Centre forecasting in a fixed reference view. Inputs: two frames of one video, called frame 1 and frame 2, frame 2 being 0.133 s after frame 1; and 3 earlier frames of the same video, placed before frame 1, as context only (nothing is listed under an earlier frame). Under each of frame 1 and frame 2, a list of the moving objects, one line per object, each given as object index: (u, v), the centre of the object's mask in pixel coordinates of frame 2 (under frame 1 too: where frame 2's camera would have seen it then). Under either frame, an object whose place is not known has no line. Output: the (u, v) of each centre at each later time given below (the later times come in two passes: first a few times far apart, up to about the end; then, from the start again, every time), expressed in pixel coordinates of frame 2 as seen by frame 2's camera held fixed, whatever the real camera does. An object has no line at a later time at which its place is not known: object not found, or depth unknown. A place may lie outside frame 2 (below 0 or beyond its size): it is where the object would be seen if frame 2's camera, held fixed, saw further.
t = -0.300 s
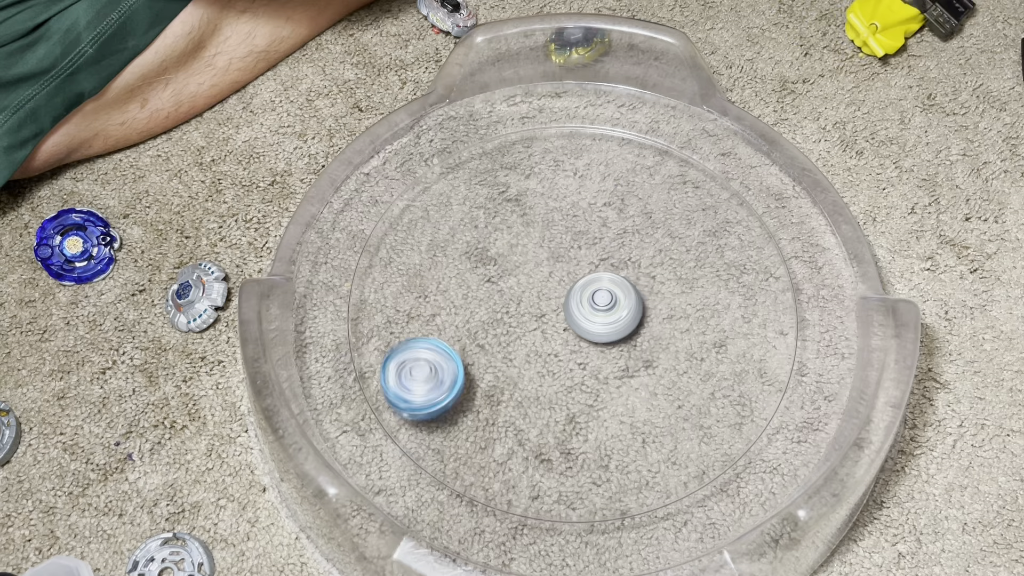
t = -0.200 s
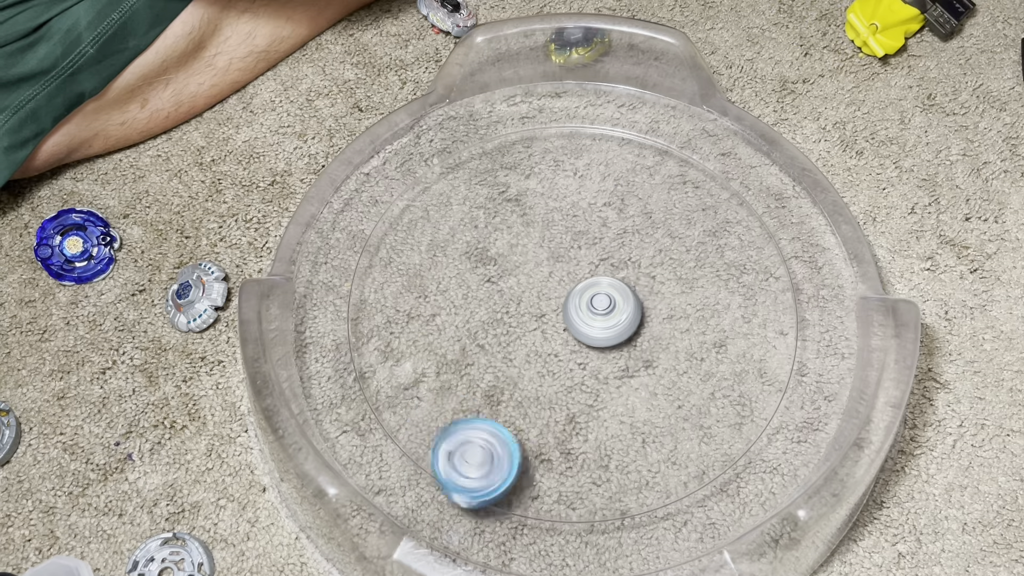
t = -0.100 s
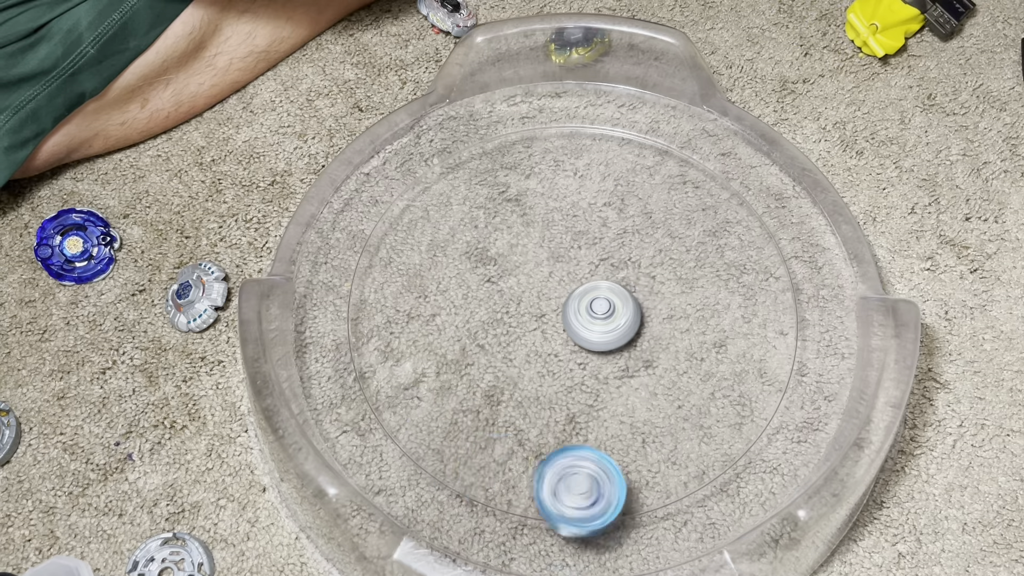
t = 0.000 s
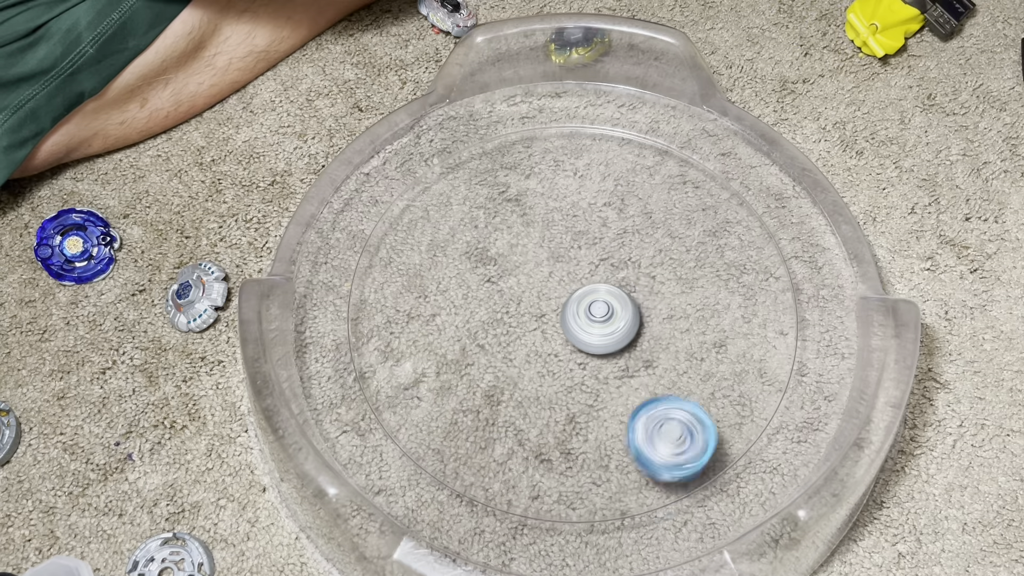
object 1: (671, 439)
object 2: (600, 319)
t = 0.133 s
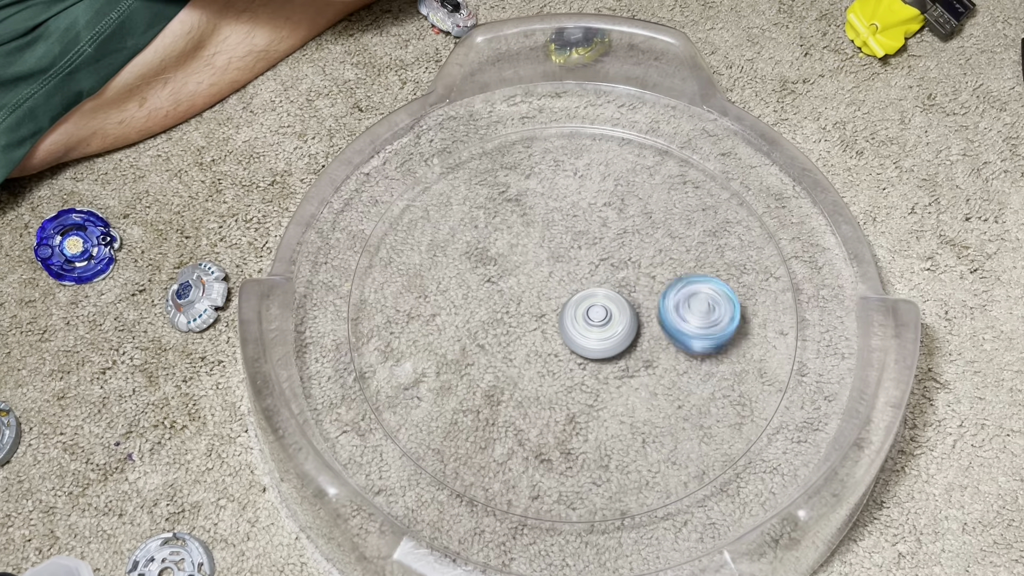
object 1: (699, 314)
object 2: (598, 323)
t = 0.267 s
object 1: (621, 211)
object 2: (595, 328)
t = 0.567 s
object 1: (383, 257)
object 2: (588, 335)
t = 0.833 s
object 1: (556, 411)
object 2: (580, 338)
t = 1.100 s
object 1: (705, 232)
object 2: (570, 339)
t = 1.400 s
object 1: (504, 164)
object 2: (560, 336)
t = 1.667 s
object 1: (511, 380)
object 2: (554, 329)
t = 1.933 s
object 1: (750, 358)
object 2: (546, 326)
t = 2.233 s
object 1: (606, 202)
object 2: (545, 317)
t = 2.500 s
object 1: (441, 342)
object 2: (544, 308)
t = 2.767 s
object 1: (615, 453)
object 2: (546, 300)
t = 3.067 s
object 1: (631, 235)
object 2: (550, 293)
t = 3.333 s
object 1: (429, 226)
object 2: (558, 291)
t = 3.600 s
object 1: (511, 392)
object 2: (568, 289)
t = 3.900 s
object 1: (696, 252)
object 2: (578, 288)
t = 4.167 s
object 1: (543, 169)
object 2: (584, 291)
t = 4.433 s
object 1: (500, 352)
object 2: (589, 297)
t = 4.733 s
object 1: (727, 363)
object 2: (594, 304)
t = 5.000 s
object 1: (619, 224)
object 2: (595, 312)
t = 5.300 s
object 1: (443, 343)
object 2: (592, 321)
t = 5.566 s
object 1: (608, 423)
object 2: (589, 327)
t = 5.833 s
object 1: (650, 245)
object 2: (575, 329)
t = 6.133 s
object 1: (466, 220)
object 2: (569, 333)
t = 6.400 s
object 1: (528, 379)
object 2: (570, 326)
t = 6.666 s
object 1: (703, 331)
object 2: (562, 320)
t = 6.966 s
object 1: (572, 215)
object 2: (551, 318)
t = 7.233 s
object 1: (466, 342)
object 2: (551, 318)
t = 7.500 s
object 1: (627, 400)
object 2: (556, 312)
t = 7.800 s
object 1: (616, 230)
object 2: (558, 302)
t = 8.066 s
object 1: (461, 258)
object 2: (559, 299)
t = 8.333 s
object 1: (556, 381)
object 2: (563, 299)
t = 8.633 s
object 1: (674, 258)
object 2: (570, 299)
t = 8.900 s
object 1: (531, 223)
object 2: (577, 300)
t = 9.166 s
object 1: (518, 369)
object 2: (582, 302)
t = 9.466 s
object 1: (680, 334)
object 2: (584, 306)
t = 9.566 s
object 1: (663, 279)
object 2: (585, 307)
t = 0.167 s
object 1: (687, 283)
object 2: (597, 324)
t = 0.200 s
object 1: (670, 255)
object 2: (597, 325)
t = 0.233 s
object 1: (647, 230)
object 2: (596, 326)
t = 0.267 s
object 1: (621, 211)
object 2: (595, 328)
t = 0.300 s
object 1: (592, 195)
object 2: (595, 328)
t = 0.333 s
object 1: (562, 184)
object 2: (594, 329)
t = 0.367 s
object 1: (531, 180)
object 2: (593, 330)
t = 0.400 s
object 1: (499, 179)
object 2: (593, 331)
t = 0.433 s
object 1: (469, 185)
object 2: (592, 332)
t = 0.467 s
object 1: (441, 196)
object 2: (591, 332)
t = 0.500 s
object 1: (416, 212)
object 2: (590, 333)
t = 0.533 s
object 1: (396, 233)
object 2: (589, 334)
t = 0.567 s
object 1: (383, 257)
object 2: (588, 335)
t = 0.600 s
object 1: (378, 284)
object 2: (587, 335)
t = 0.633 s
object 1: (382, 313)
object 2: (586, 336)
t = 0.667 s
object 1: (395, 341)
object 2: (585, 336)
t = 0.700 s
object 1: (416, 367)
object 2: (584, 337)
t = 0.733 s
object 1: (444, 388)
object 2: (583, 337)
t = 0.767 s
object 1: (478, 403)
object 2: (582, 338)
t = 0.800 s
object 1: (517, 412)
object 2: (581, 338)
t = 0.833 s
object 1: (556, 411)
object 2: (580, 338)
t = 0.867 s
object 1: (592, 405)
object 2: (578, 336)
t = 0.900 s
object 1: (625, 390)
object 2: (575, 337)
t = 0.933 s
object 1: (654, 371)
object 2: (576, 339)
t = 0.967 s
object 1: (677, 346)
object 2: (575, 339)
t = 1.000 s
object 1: (694, 319)
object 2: (574, 339)
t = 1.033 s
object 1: (706, 290)
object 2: (573, 339)
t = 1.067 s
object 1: (709, 260)
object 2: (572, 339)
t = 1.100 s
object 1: (705, 232)
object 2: (570, 339)
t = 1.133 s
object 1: (695, 204)
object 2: (569, 339)
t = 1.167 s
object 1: (679, 181)
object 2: (568, 338)
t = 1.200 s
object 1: (659, 161)
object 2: (567, 338)
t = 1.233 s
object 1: (636, 146)
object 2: (566, 338)
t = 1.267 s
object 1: (610, 136)
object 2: (565, 337)
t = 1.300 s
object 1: (581, 133)
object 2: (563, 337)
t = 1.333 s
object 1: (554, 137)
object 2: (562, 337)
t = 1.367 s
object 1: (527, 147)
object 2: (561, 336)
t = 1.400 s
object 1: (504, 164)
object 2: (560, 336)
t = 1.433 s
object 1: (483, 185)
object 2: (558, 335)
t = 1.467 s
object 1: (467, 211)
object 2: (558, 335)
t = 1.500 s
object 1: (458, 239)
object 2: (557, 334)
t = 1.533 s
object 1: (455, 270)
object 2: (555, 334)
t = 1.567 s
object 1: (459, 299)
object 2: (554, 333)
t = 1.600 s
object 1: (470, 329)
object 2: (553, 333)
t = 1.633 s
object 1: (487, 357)
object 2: (555, 331)
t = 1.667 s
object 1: (511, 380)
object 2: (554, 329)
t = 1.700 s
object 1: (540, 399)
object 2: (551, 329)
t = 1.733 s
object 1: (571, 413)
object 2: (549, 330)
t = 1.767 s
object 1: (607, 419)
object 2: (549, 330)
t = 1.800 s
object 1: (641, 420)
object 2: (548, 329)
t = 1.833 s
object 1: (676, 413)
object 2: (547, 329)
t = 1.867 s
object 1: (706, 399)
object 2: (547, 328)
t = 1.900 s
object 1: (732, 381)
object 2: (546, 327)
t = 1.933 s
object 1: (750, 358)
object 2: (546, 326)
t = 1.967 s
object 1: (761, 333)
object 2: (546, 325)
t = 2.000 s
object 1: (764, 306)
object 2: (546, 325)
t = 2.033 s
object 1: (757, 280)
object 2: (545, 324)
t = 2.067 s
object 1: (743, 256)
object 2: (545, 323)
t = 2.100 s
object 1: (723, 236)
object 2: (545, 322)
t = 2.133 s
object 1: (698, 220)
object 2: (545, 320)
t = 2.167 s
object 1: (668, 208)
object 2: (545, 319)
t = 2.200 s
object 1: (637, 203)
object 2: (545, 318)
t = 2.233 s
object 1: (606, 202)
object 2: (545, 317)
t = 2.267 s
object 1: (575, 207)
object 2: (544, 316)
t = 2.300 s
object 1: (545, 216)
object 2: (544, 315)
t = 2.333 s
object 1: (518, 229)
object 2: (544, 314)
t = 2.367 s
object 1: (494, 246)
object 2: (544, 312)
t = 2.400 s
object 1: (473, 267)
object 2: (544, 311)
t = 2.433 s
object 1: (457, 290)
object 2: (544, 310)
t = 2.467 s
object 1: (445, 316)
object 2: (544, 309)
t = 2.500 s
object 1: (441, 342)
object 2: (544, 308)
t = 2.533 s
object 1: (442, 370)
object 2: (545, 307)
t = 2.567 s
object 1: (452, 396)
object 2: (545, 305)
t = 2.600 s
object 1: (469, 421)
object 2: (545, 304)
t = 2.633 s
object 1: (493, 441)
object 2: (545, 304)
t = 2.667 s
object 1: (521, 456)
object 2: (546, 302)
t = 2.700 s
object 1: (553, 464)
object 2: (546, 302)
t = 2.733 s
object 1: (585, 463)
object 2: (546, 301)
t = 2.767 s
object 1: (615, 453)
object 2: (546, 300)
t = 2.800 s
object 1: (643, 437)
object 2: (546, 299)
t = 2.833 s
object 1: (664, 415)
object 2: (547, 298)
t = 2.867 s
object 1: (678, 389)
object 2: (547, 297)
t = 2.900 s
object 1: (686, 361)
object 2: (547, 296)
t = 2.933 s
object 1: (686, 333)
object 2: (548, 296)
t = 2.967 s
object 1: (680, 304)
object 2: (548, 295)
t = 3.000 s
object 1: (668, 279)
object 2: (549, 294)
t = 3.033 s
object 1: (651, 255)
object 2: (550, 294)
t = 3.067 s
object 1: (631, 235)
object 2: (550, 293)
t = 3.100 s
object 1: (607, 218)
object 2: (551, 293)
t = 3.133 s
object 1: (582, 205)
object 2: (552, 293)
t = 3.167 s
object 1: (555, 197)
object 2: (553, 292)
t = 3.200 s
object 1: (527, 192)
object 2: (554, 292)
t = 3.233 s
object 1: (500, 193)
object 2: (555, 292)
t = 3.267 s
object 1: (473, 199)
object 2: (556, 291)
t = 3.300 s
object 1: (449, 210)
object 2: (557, 291)
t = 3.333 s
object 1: (429, 226)
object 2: (558, 291)
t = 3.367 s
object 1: (414, 247)
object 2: (559, 290)
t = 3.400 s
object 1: (406, 271)
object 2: (560, 290)
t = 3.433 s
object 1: (405, 297)
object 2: (562, 290)
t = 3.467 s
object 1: (413, 324)
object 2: (563, 290)
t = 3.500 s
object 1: (429, 347)
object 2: (564, 289)
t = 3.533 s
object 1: (451, 368)
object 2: (565, 289)
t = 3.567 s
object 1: (480, 383)
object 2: (566, 289)
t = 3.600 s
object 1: (511, 392)
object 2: (568, 289)
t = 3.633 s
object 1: (544, 395)
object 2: (569, 289)
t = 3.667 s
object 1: (576, 392)
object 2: (570, 289)
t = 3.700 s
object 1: (607, 382)
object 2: (572, 288)
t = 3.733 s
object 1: (635, 368)
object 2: (573, 288)
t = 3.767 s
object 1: (657, 349)
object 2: (574, 288)
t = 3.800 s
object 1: (676, 328)
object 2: (575, 288)
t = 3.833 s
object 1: (689, 303)
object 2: (576, 288)
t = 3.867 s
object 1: (696, 278)
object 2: (577, 288)
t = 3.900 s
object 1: (696, 252)
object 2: (578, 288)
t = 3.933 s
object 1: (691, 228)
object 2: (579, 288)
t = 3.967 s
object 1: (680, 205)
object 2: (579, 288)
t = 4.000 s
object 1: (664, 186)
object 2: (580, 288)
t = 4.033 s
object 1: (643, 171)
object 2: (581, 288)
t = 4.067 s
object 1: (619, 161)
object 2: (581, 289)
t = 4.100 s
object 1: (593, 157)
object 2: (582, 289)
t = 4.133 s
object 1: (568, 160)
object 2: (583, 290)
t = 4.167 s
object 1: (543, 169)
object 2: (584, 291)
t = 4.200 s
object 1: (520, 183)
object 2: (584, 291)
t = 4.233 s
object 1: (501, 201)
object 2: (585, 292)
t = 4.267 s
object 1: (488, 224)
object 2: (586, 293)
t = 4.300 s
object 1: (479, 249)
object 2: (586, 293)
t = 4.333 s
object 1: (476, 275)
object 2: (587, 294)
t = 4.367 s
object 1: (478, 301)
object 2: (588, 295)
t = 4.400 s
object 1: (487, 327)
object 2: (589, 296)
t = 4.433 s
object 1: (500, 352)
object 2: (589, 297)
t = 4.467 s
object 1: (518, 373)
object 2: (590, 298)
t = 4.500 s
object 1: (543, 391)
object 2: (591, 299)
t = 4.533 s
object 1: (570, 405)
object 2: (591, 300)
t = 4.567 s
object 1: (600, 413)
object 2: (592, 300)
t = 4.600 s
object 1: (630, 415)
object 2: (593, 301)
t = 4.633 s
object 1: (659, 410)
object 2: (593, 302)
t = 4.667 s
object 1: (687, 400)
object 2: (593, 303)
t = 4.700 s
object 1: (710, 384)
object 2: (594, 304)
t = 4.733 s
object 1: (727, 363)
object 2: (594, 304)
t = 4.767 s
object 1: (736, 339)
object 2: (594, 305)
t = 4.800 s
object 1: (737, 315)
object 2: (594, 306)
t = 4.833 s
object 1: (730, 290)
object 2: (594, 307)
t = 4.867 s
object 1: (717, 270)
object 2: (595, 308)
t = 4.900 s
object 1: (697, 252)
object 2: (595, 309)
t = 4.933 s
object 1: (673, 238)
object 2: (595, 310)
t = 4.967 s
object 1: (647, 229)
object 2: (595, 311)
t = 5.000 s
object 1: (619, 224)
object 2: (595, 312)
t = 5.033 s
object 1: (591, 223)
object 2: (595, 313)
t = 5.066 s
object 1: (564, 227)
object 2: (594, 313)
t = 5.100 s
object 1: (537, 234)
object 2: (594, 314)
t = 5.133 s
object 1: (513, 245)
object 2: (594, 315)
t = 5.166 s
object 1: (491, 260)
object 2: (593, 316)
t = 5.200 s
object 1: (473, 277)
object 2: (593, 317)
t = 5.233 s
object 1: (458, 297)
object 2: (593, 319)
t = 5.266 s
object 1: (448, 320)
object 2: (592, 320)
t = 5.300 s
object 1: (443, 343)
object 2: (592, 321)
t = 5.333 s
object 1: (446, 367)
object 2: (592, 321)
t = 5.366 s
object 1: (456, 390)
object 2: (591, 322)
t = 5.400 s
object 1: (473, 410)
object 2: (591, 323)
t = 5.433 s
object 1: (496, 426)
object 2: (591, 324)
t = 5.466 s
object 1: (523, 437)
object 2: (591, 325)
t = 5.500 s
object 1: (553, 439)
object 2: (590, 325)
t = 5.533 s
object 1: (582, 435)
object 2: (590, 326)
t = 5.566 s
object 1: (608, 423)
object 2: (589, 327)
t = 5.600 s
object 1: (630, 405)
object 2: (589, 327)
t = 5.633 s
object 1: (646, 384)
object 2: (588, 327)
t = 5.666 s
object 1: (657, 361)
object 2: (587, 328)
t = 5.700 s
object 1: (662, 336)
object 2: (585, 328)
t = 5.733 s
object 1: (668, 314)
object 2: (581, 327)
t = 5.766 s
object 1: (667, 290)
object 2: (578, 327)
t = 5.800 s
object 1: (660, 267)
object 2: (576, 328)
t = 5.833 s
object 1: (650, 245)
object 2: (575, 329)
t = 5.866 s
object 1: (635, 226)
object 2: (575, 330)
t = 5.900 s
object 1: (617, 210)
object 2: (573, 330)
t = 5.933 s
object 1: (596, 198)
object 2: (573, 331)
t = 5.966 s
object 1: (574, 189)
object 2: (572, 332)
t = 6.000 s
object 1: (550, 185)
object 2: (572, 332)
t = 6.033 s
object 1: (526, 186)
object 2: (571, 332)
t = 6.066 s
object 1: (503, 193)
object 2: (570, 332)
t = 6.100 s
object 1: (483, 204)
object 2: (569, 332)
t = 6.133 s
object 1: (466, 220)
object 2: (569, 333)
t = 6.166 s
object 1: (454, 240)
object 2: (569, 333)
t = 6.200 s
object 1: (448, 262)
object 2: (568, 333)
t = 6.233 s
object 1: (448, 286)
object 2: (568, 333)
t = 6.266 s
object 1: (454, 309)
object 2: (568, 333)
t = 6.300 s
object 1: (467, 331)
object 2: (568, 332)
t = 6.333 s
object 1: (485, 350)
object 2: (567, 332)
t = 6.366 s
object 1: (507, 365)
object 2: (569, 331)
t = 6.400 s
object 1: (528, 379)
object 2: (570, 326)
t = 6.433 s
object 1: (550, 390)
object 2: (571, 324)
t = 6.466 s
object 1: (576, 397)
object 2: (570, 324)
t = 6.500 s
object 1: (604, 398)
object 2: (570, 325)
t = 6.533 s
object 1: (631, 393)
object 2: (569, 324)
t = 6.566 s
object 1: (655, 384)
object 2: (568, 323)
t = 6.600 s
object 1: (676, 370)
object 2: (566, 322)
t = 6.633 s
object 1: (693, 352)
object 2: (564, 321)
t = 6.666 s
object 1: (703, 331)
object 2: (562, 320)
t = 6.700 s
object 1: (707, 309)
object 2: (560, 319)
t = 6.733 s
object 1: (705, 287)
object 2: (558, 319)
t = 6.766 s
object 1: (697, 267)
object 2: (557, 319)
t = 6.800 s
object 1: (683, 249)
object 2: (556, 319)
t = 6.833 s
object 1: (665, 234)
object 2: (554, 318)
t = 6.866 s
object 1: (644, 223)
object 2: (553, 318)
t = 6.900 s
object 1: (621, 217)
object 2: (552, 318)
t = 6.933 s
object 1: (596, 214)
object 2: (552, 318)
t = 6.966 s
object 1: (572, 215)
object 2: (551, 318)
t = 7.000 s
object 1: (549, 221)
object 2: (551, 318)
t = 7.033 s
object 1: (527, 231)
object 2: (550, 318)
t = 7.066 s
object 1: (507, 243)
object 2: (550, 318)
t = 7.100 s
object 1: (490, 259)
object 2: (550, 318)
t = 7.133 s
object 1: (478, 278)
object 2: (550, 318)
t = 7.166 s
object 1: (468, 298)
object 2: (550, 318)
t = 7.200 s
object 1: (465, 320)
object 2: (551, 318)
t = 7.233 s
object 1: (466, 342)
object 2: (551, 318)
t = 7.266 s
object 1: (474, 362)
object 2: (552, 317)
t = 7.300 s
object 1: (487, 381)
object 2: (552, 317)
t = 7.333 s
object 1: (506, 398)
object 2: (553, 316)
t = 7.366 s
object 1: (528, 409)
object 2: (554, 315)
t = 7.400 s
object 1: (553, 416)
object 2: (554, 315)
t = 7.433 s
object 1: (579, 416)
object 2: (555, 314)
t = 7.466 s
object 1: (605, 411)
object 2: (555, 313)
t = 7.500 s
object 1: (627, 400)
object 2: (556, 312)
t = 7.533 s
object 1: (645, 384)
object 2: (556, 310)
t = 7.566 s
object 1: (659, 365)
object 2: (557, 309)
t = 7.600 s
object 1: (667, 344)
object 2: (557, 308)
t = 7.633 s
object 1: (670, 322)
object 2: (557, 307)
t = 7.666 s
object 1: (667, 301)
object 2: (557, 306)
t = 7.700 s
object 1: (659, 279)
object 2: (557, 305)
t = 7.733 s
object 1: (648, 260)
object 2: (557, 304)
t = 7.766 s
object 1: (633, 244)
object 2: (558, 303)
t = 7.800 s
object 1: (616, 230)
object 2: (558, 302)
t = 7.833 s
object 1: (595, 219)
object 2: (558, 302)
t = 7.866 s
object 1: (574, 213)
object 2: (558, 301)
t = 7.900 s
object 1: (551, 210)
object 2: (558, 301)
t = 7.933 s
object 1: (529, 211)
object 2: (558, 300)
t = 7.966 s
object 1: (507, 217)
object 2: (558, 300)
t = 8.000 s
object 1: (489, 227)
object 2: (558, 299)
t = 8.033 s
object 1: (473, 241)
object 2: (559, 299)
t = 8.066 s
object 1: (461, 258)
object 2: (559, 299)
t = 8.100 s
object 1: (455, 277)
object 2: (559, 299)
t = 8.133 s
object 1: (454, 298)
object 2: (559, 299)
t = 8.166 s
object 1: (460, 318)
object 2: (560, 299)
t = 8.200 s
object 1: (470, 338)
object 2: (561, 299)
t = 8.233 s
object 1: (487, 355)
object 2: (561, 299)
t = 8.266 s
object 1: (507, 368)
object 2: (562, 299)
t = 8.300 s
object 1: (531, 377)
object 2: (563, 299)
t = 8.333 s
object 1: (556, 381)
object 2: (563, 299)
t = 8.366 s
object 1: (581, 381)
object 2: (564, 299)
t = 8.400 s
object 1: (605, 376)
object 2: (565, 299)
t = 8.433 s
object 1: (628, 366)
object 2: (566, 299)
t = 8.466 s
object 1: (647, 352)
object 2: (567, 299)
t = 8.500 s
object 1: (663, 336)
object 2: (567, 299)
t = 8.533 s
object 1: (673, 317)
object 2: (568, 299)
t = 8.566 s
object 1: (679, 298)
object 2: (569, 299)
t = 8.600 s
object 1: (679, 277)
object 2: (569, 299)
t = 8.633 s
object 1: (674, 258)
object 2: (570, 299)
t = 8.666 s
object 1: (665, 240)
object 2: (571, 300)
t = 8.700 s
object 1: (651, 225)
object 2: (572, 299)
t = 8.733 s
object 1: (634, 214)
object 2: (573, 300)
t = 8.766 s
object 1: (613, 207)
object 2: (573, 300)
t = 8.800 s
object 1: (592, 205)
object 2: (574, 300)
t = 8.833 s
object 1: (570, 207)
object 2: (575, 300)
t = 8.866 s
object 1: (550, 213)
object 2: (576, 300)
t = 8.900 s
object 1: (531, 223)
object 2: (577, 300)
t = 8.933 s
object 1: (515, 236)
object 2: (577, 300)
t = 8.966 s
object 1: (502, 254)
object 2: (578, 300)
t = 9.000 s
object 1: (494, 272)
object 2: (579, 301)
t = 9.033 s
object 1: (489, 293)
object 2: (579, 301)
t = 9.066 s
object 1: (489, 313)
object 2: (580, 301)
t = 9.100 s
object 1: (494, 333)
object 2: (580, 301)
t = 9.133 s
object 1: (504, 352)
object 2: (581, 302)
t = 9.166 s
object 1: (518, 369)
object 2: (582, 302)
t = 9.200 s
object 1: (536, 383)
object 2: (582, 302)
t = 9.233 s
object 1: (557, 393)
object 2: (582, 303)
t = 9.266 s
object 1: (579, 399)
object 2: (583, 303)
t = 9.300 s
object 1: (604, 399)
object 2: (583, 303)
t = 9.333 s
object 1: (626, 395)
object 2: (583, 304)
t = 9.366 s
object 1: (646, 384)
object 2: (584, 304)
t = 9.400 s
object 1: (663, 370)
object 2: (584, 305)
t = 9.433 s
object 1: (674, 353)
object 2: (584, 305)
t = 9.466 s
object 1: (680, 334)
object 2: (584, 306)
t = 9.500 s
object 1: (679, 315)
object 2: (584, 306)
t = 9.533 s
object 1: (673, 295)
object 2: (584, 307)
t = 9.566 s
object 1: (663, 279)
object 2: (585, 307)
